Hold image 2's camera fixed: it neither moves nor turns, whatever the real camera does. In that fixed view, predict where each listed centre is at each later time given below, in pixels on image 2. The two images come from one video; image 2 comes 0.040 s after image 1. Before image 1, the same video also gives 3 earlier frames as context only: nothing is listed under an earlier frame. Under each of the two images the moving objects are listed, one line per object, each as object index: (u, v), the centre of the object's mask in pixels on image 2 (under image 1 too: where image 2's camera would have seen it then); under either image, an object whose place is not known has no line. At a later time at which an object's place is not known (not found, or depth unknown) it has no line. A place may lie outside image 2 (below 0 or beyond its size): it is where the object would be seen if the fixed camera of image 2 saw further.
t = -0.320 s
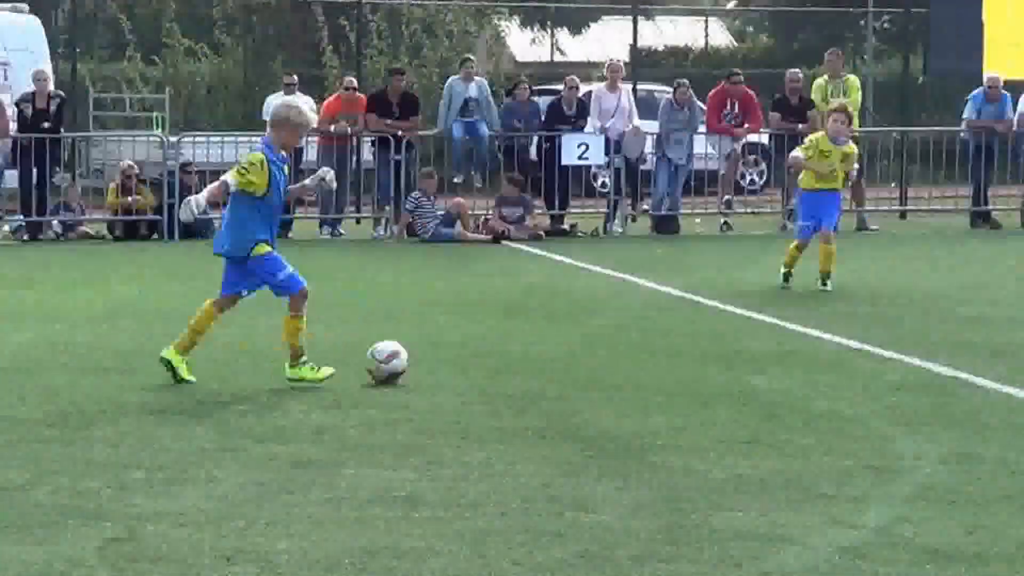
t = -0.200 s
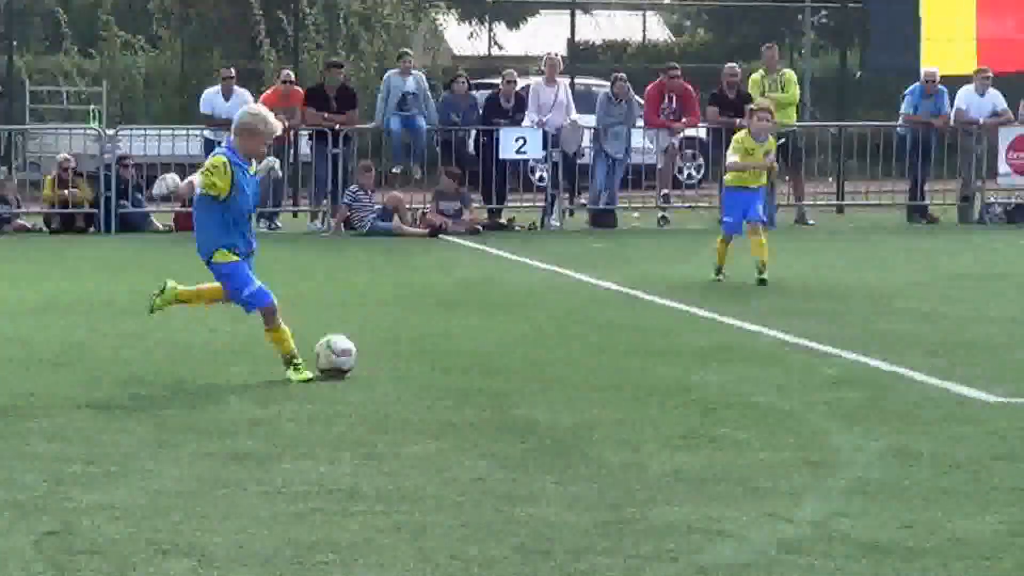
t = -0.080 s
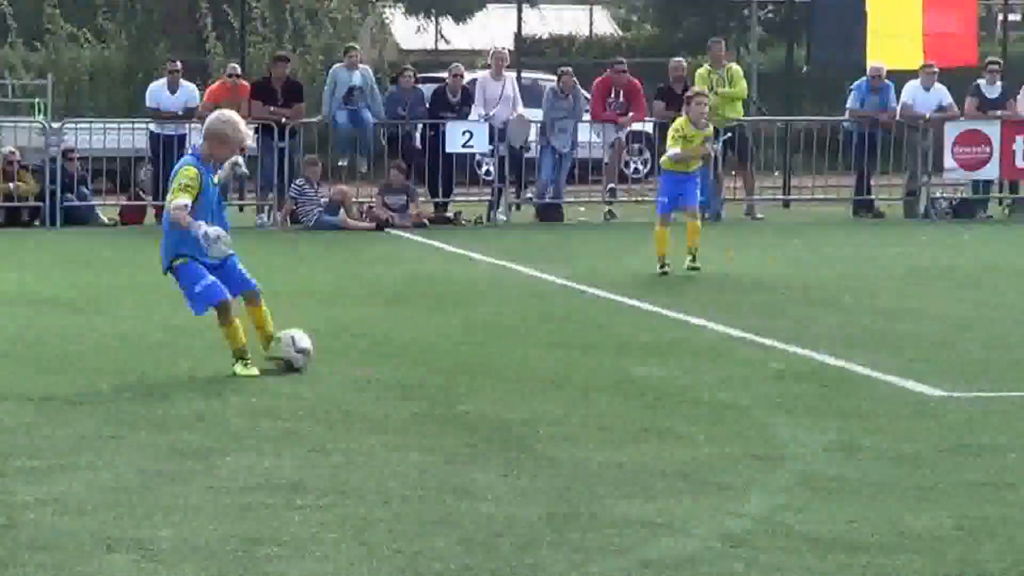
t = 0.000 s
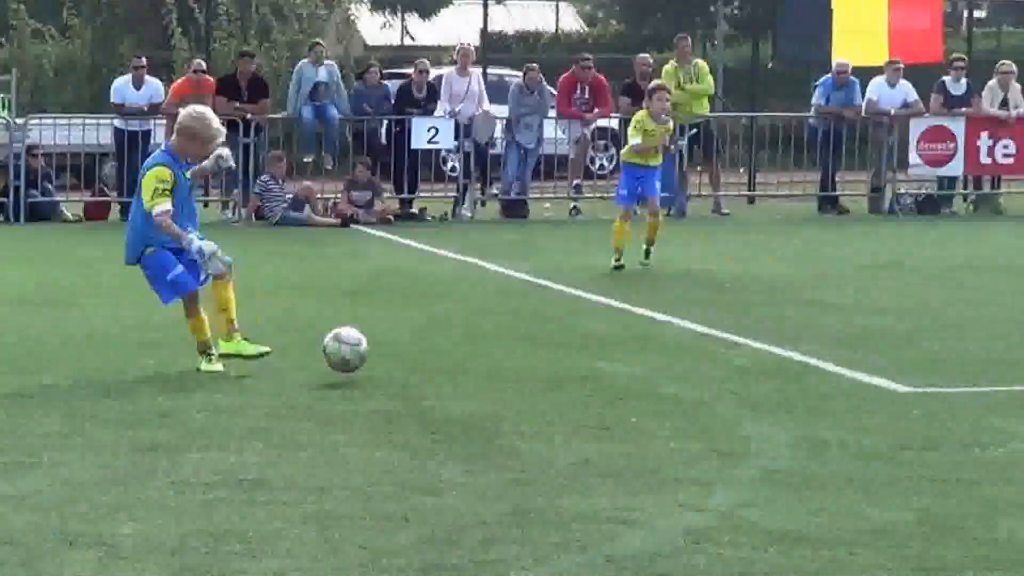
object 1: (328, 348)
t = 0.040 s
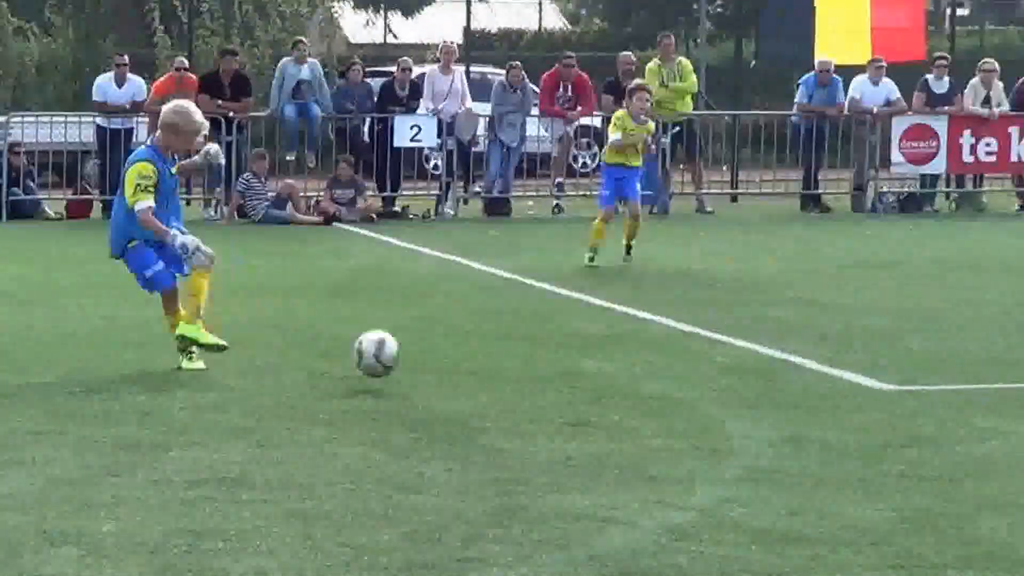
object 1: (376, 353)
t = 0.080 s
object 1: (427, 364)
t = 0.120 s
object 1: (480, 382)
